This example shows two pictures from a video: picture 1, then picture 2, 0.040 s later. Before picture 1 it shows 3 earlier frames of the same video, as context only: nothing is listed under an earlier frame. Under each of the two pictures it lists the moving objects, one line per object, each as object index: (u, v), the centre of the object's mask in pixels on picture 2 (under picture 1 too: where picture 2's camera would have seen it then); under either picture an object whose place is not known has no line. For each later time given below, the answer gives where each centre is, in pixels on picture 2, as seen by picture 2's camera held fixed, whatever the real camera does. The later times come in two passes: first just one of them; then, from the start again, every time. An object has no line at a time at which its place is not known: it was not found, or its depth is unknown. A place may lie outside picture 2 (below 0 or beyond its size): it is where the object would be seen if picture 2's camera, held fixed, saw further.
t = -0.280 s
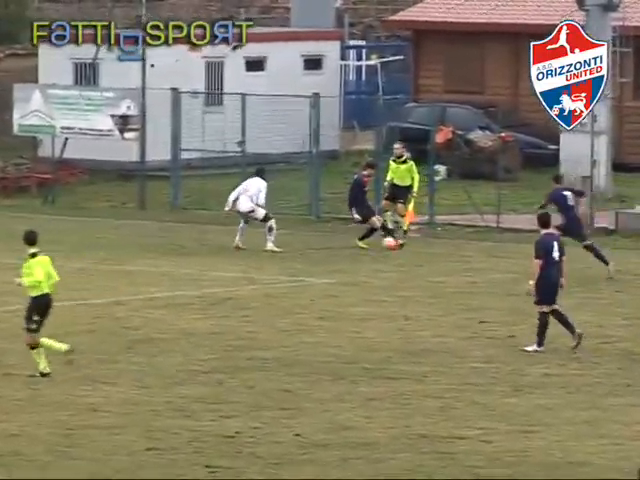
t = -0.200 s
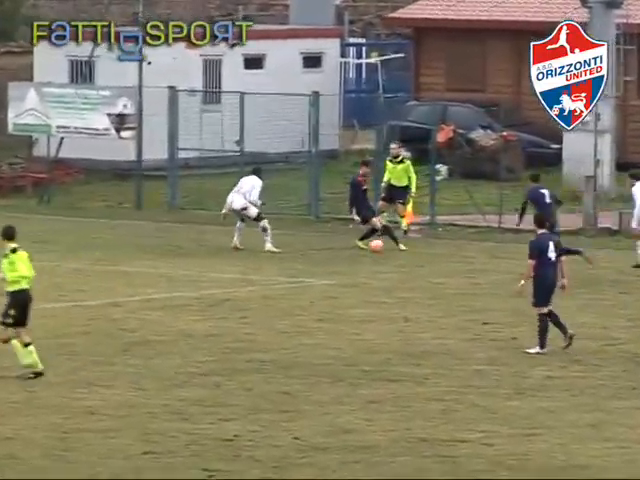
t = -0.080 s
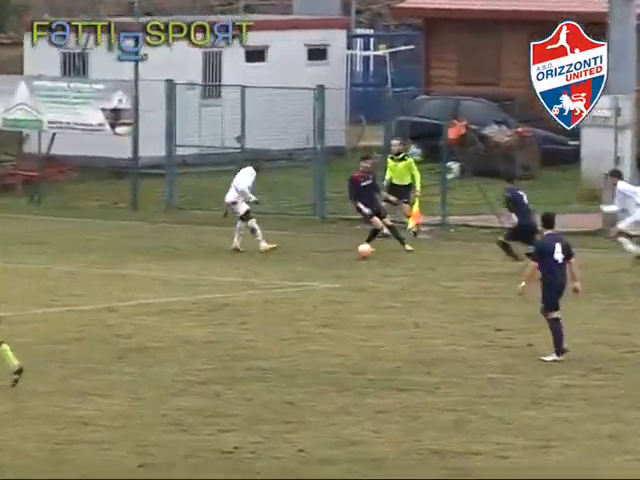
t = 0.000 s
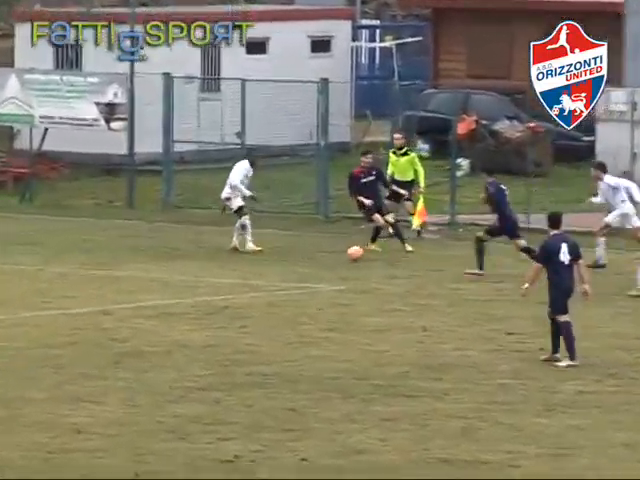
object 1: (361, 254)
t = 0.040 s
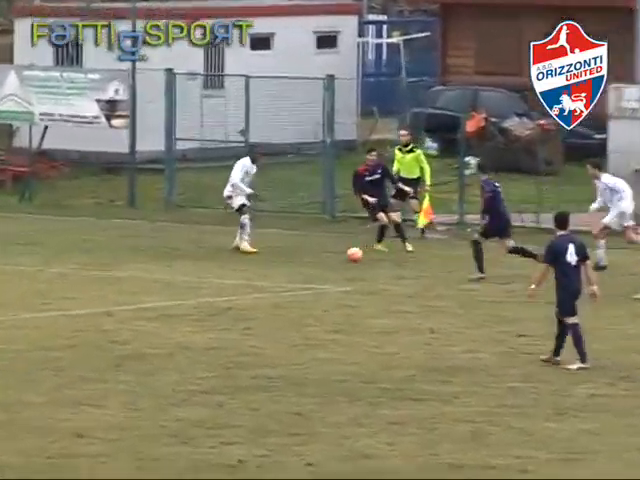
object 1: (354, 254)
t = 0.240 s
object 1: (318, 260)
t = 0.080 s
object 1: (347, 256)
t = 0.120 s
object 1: (340, 256)
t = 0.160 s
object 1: (332, 257)
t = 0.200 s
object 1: (326, 259)
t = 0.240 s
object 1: (318, 260)
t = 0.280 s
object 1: (312, 260)
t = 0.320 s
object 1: (306, 261)
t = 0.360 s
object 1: (299, 261)
